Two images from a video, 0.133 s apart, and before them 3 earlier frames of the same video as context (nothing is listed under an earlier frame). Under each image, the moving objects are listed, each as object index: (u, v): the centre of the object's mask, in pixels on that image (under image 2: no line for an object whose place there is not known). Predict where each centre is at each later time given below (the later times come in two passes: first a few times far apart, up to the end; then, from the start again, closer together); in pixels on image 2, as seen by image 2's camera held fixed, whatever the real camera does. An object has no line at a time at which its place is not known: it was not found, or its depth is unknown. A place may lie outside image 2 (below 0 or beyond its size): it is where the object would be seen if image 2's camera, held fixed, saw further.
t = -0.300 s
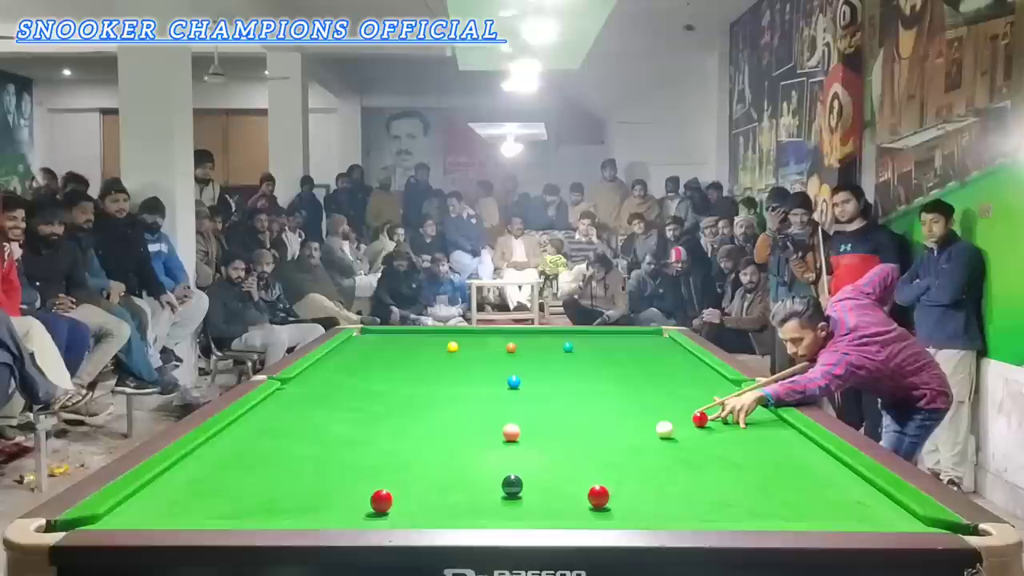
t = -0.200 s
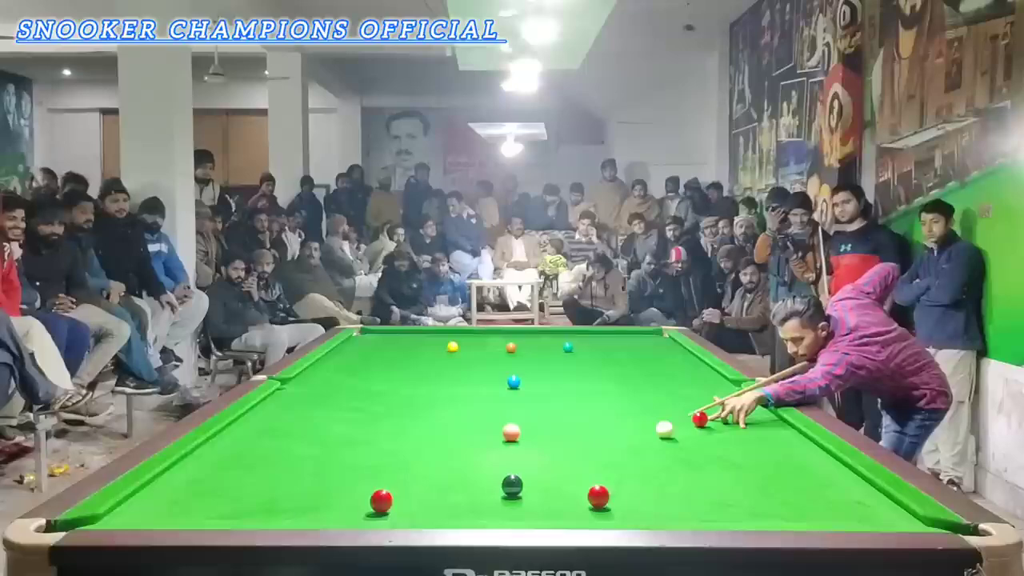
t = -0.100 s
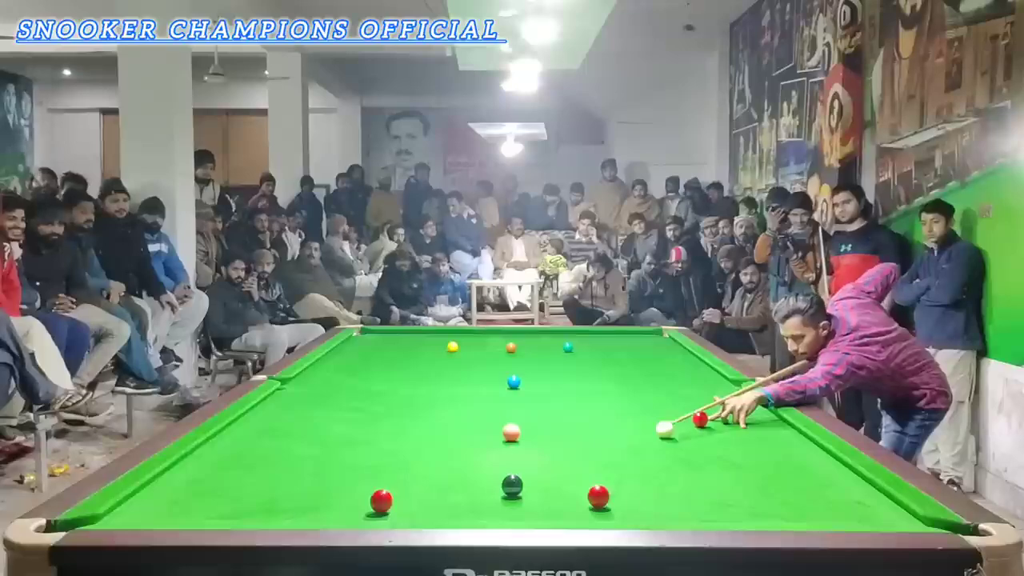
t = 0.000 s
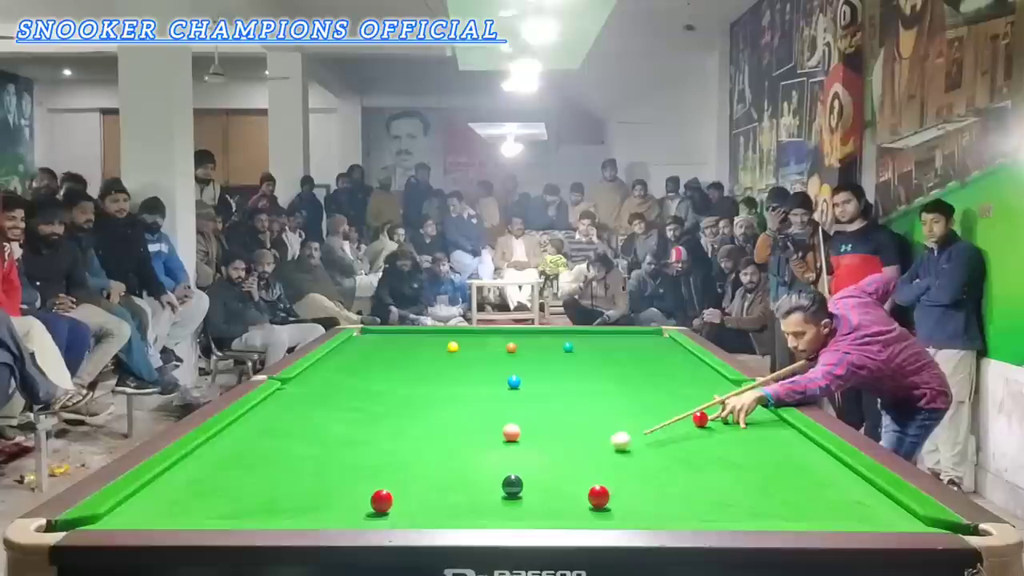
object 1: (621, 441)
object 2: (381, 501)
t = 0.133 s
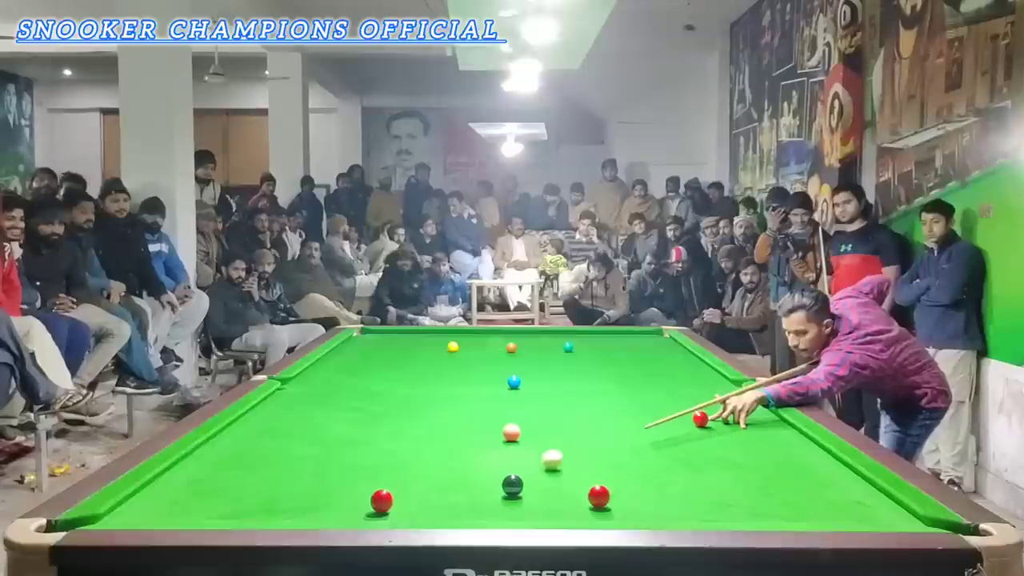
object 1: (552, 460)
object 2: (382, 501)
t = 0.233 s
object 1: (493, 475)
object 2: (381, 501)
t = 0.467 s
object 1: (399, 514)
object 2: (311, 504)
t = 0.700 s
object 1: (403, 495)
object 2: (186, 509)
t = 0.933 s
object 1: (407, 471)
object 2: (144, 512)
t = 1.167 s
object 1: (410, 451)
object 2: (208, 515)
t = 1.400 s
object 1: (412, 435)
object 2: (271, 514)
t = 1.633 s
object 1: (414, 421)
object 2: (329, 513)
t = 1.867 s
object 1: (416, 410)
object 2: (382, 512)
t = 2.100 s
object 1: (417, 400)
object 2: (432, 511)
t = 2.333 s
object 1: (418, 391)
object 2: (478, 510)
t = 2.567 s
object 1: (418, 384)
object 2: (520, 508)
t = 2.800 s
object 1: (419, 377)
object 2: (560, 507)
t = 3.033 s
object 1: (419, 371)
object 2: (594, 507)
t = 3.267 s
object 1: (419, 366)
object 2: (626, 505)
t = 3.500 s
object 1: (420, 362)
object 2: (655, 503)
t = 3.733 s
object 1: (420, 358)
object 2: (681, 503)
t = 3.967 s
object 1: (420, 354)
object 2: (703, 502)
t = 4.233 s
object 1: (420, 350)
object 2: (725, 501)
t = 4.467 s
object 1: (421, 347)
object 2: (741, 500)
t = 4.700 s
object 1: (421, 345)
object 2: (754, 499)
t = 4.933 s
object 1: (421, 343)
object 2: (765, 499)
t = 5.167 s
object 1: (421, 341)
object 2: (772, 498)
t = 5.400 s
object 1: (421, 339)
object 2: (778, 498)
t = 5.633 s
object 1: (421, 338)
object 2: (780, 498)
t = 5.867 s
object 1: (421, 336)
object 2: (780, 499)
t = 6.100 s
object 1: (421, 335)
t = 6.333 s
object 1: (421, 334)
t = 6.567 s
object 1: (421, 333)
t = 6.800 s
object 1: (421, 333)
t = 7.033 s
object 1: (421, 332)
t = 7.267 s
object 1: (421, 331)
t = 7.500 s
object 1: (420, 331)
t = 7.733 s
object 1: (420, 331)
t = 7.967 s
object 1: (420, 331)
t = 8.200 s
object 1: (419, 331)
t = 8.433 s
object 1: (419, 331)
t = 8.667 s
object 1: (419, 331)
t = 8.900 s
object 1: (419, 331)
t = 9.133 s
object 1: (419, 331)
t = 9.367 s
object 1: (420, 331)
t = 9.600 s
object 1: (420, 331)
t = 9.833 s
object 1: (420, 331)
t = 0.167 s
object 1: (533, 464)
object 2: (381, 500)
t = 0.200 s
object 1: (514, 467)
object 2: (382, 501)
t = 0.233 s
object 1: (493, 475)
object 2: (381, 501)
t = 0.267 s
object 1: (472, 482)
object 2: (382, 501)
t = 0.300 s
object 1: (449, 487)
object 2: (382, 500)
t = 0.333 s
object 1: (426, 494)
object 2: (382, 501)
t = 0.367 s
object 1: (404, 501)
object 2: (378, 500)
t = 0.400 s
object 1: (404, 506)
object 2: (355, 501)
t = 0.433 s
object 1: (402, 510)
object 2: (333, 502)
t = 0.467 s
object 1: (399, 514)
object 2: (311, 504)
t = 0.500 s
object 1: (397, 515)
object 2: (291, 504)
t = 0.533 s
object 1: (398, 512)
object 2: (273, 505)
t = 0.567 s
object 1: (399, 510)
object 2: (256, 506)
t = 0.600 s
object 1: (401, 507)
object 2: (239, 507)
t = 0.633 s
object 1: (401, 503)
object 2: (221, 507)
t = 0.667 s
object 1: (402, 499)
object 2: (205, 508)
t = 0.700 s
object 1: (403, 495)
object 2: (186, 509)
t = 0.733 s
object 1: (403, 491)
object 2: (170, 509)
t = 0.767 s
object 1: (404, 487)
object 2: (152, 510)
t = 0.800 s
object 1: (405, 484)
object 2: (135, 510)
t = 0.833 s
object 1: (405, 480)
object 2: (116, 511)
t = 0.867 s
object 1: (406, 477)
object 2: (124, 512)
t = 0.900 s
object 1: (406, 474)
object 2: (134, 511)
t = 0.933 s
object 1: (407, 471)
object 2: (144, 512)
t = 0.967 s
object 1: (407, 467)
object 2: (153, 512)
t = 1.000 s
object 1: (408, 464)
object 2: (162, 513)
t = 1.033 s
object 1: (408, 461)
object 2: (172, 513)
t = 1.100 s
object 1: (409, 456)
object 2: (190, 514)
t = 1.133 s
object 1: (409, 453)
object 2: (199, 514)
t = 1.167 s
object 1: (410, 451)
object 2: (208, 515)
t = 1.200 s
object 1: (410, 448)
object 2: (218, 515)
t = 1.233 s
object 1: (411, 446)
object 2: (227, 515)
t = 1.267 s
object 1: (410, 444)
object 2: (236, 516)
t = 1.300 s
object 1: (411, 441)
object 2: (245, 515)
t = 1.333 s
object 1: (412, 439)
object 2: (254, 515)
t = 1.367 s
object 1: (412, 437)
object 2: (263, 515)
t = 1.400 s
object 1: (412, 435)
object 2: (271, 514)
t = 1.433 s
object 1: (413, 433)
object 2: (280, 514)
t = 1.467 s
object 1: (413, 430)
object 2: (288, 514)
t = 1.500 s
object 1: (413, 429)
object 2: (297, 514)
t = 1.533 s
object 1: (413, 426)
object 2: (305, 514)
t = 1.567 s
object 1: (414, 425)
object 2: (313, 513)
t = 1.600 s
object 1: (414, 423)
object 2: (321, 513)
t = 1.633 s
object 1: (414, 421)
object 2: (329, 513)
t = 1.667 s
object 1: (414, 419)
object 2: (337, 513)
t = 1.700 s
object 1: (415, 418)
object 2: (345, 513)
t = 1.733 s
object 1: (415, 416)
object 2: (352, 512)
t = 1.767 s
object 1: (415, 414)
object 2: (360, 513)
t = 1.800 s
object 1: (415, 413)
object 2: (367, 512)
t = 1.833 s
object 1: (416, 411)
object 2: (375, 512)
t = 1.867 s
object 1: (416, 410)
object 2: (382, 512)
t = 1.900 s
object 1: (416, 408)
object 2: (390, 512)
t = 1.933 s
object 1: (416, 407)
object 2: (397, 512)
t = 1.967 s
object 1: (416, 405)
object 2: (404, 511)
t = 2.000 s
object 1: (416, 404)
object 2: (411, 511)
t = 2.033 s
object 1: (417, 403)
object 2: (418, 511)
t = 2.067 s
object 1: (417, 401)
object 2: (425, 511)
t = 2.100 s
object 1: (417, 400)
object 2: (432, 511)
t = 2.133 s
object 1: (417, 399)
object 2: (439, 510)
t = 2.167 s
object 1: (417, 397)
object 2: (446, 510)
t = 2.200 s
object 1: (417, 396)
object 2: (453, 510)
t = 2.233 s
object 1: (417, 395)
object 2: (459, 510)
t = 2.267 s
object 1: (417, 394)
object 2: (466, 510)
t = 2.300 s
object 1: (418, 392)
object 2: (472, 510)
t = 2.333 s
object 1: (418, 391)
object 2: (478, 510)
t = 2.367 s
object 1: (418, 390)
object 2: (484, 509)
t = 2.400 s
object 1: (418, 389)
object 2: (491, 509)
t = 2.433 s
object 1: (418, 388)
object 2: (497, 509)
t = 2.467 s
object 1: (418, 387)
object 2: (503, 508)
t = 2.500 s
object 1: (418, 386)
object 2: (509, 508)
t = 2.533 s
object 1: (418, 385)
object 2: (515, 509)
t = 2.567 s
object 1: (418, 384)
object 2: (520, 508)
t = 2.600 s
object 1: (418, 383)
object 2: (526, 509)
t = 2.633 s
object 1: (418, 382)
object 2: (532, 508)
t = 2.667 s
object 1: (418, 381)
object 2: (538, 508)
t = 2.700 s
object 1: (418, 380)
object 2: (543, 508)
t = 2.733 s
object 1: (418, 379)
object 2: (549, 508)
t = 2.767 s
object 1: (418, 378)
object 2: (554, 508)
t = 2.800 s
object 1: (419, 377)
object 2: (560, 507)
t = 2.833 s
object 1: (418, 376)
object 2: (565, 507)
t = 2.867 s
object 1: (419, 376)
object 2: (570, 507)
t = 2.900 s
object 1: (419, 375)
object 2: (575, 507)
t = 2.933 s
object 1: (418, 374)
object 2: (580, 506)
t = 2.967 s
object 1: (419, 373)
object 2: (584, 507)
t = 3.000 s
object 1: (419, 372)
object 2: (589, 507)
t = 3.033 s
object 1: (419, 371)
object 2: (594, 507)
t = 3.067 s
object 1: (419, 371)
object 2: (599, 506)
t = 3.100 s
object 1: (419, 370)
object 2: (604, 505)
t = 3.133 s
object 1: (419, 369)
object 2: (608, 505)
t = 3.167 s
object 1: (419, 368)
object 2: (613, 505)
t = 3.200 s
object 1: (419, 368)
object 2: (618, 506)
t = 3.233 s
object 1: (419, 367)
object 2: (622, 505)
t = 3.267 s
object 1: (419, 366)
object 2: (626, 505)
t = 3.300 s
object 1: (419, 366)
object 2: (631, 504)
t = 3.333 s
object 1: (420, 365)
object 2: (635, 504)
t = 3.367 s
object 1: (420, 364)
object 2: (639, 505)
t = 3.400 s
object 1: (419, 364)
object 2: (643, 504)
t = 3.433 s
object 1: (420, 363)
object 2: (647, 504)
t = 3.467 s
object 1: (419, 362)
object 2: (651, 504)
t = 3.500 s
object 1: (420, 362)
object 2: (655, 503)
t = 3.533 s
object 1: (420, 361)
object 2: (659, 503)
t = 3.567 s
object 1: (420, 360)
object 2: (663, 503)
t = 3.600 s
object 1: (420, 360)
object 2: (666, 503)
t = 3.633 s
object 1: (420, 359)
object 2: (670, 503)
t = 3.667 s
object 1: (420, 359)
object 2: (673, 503)
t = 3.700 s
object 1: (420, 358)
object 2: (677, 503)
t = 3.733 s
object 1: (420, 358)
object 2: (681, 503)
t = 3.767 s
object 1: (420, 357)
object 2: (684, 502)
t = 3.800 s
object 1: (420, 357)
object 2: (687, 502)
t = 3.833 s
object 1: (420, 356)
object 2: (691, 502)
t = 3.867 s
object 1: (420, 355)
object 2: (694, 502)
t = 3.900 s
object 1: (420, 355)
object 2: (697, 502)
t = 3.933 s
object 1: (420, 355)
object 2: (700, 502)
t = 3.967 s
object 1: (420, 354)
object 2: (703, 502)
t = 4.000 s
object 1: (420, 353)
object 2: (706, 501)
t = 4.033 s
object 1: (420, 353)
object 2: (709, 501)
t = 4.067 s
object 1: (420, 353)
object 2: (712, 501)
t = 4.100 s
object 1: (420, 352)
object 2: (715, 501)
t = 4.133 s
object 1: (420, 352)
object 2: (717, 501)
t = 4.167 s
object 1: (420, 351)
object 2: (720, 501)
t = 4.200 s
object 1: (420, 351)
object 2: (723, 501)
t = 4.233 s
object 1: (420, 350)
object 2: (725, 501)
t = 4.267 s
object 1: (420, 350)
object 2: (728, 500)
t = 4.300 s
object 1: (420, 350)
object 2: (730, 500)
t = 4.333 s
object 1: (421, 349)
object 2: (732, 500)
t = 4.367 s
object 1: (420, 349)
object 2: (735, 500)
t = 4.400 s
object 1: (421, 348)
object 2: (737, 500)
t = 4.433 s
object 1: (421, 348)
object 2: (739, 500)
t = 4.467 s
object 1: (421, 347)
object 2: (741, 500)
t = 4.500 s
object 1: (421, 347)
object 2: (743, 500)
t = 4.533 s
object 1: (421, 347)
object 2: (745, 499)
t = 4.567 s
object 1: (421, 346)
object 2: (747, 499)
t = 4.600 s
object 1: (421, 346)
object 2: (749, 499)
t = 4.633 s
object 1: (421, 346)
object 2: (751, 499)
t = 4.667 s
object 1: (421, 345)
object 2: (752, 499)
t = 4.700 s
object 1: (421, 345)
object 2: (754, 499)
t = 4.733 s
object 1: (421, 345)
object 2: (756, 499)
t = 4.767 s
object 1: (421, 344)
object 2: (758, 499)
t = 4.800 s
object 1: (421, 344)
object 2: (759, 499)
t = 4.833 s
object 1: (421, 344)
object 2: (761, 499)
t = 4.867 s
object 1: (421, 344)
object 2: (762, 499)
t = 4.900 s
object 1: (421, 343)
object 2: (763, 499)
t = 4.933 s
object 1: (421, 343)
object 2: (765, 499)
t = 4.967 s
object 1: (421, 343)
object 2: (766, 499)
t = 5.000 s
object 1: (421, 342)
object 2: (767, 499)
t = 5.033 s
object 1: (421, 342)
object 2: (768, 499)
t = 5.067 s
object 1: (421, 342)
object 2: (770, 499)
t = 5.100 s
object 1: (421, 341)
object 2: (771, 499)
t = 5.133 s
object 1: (421, 341)
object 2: (772, 499)
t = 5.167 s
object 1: (421, 341)
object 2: (772, 498)
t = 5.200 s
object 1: (421, 341)
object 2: (773, 499)
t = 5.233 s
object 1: (421, 340)
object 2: (774, 499)
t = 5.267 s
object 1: (421, 340)
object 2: (775, 499)
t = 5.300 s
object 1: (421, 340)
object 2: (776, 498)
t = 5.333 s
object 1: (421, 340)
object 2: (777, 498)
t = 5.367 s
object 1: (421, 339)
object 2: (777, 499)
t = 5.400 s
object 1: (421, 339)
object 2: (778, 498)
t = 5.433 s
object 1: (421, 339)
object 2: (778, 498)
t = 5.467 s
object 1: (421, 338)
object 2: (778, 498)
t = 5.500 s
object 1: (421, 338)
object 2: (779, 498)
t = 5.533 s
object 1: (421, 338)
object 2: (779, 498)
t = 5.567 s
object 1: (421, 338)
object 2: (779, 498)
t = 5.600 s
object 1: (421, 338)
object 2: (780, 498)
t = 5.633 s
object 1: (421, 338)
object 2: (780, 498)
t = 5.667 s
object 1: (421, 337)
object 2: (780, 499)
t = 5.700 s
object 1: (421, 337)
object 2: (780, 498)
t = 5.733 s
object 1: (421, 337)
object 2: (780, 499)
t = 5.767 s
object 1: (421, 336)
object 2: (780, 498)
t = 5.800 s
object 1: (421, 336)
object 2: (780, 498)
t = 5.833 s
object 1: (421, 336)
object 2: (779, 499)
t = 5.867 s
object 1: (421, 336)
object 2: (780, 499)
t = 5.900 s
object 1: (421, 336)
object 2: (779, 499)
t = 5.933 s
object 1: (421, 336)
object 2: (780, 499)
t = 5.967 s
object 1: (421, 335)
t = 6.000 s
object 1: (421, 335)
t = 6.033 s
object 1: (421, 335)
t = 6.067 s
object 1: (421, 335)
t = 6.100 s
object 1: (421, 335)
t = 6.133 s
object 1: (421, 335)
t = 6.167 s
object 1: (421, 335)
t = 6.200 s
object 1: (421, 334)
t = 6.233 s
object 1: (421, 334)
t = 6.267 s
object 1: (421, 334)
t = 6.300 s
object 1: (421, 334)
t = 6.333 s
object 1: (421, 334)
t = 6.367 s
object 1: (421, 334)
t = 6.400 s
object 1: (421, 334)
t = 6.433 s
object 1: (421, 334)
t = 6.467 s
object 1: (421, 334)
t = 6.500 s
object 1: (421, 333)
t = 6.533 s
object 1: (421, 333)
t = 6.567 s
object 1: (421, 333)
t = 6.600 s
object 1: (421, 333)
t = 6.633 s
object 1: (421, 333)
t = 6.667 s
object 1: (421, 333)
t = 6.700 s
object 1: (421, 333)
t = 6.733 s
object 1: (421, 333)
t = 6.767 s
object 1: (421, 333)
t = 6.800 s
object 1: (421, 333)
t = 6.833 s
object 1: (421, 332)
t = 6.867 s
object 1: (421, 332)
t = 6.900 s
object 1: (421, 332)
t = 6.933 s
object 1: (421, 332)
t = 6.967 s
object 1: (421, 332)
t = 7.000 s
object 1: (421, 332)
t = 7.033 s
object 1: (421, 332)
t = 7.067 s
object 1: (421, 332)
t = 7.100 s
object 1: (421, 332)
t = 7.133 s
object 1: (421, 332)
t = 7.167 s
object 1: (421, 331)
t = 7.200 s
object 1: (421, 331)
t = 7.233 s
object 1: (421, 331)
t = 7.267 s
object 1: (421, 331)
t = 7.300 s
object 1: (421, 331)
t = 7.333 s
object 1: (420, 331)
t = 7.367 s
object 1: (420, 331)
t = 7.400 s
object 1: (420, 331)
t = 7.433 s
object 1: (420, 331)
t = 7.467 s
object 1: (420, 331)
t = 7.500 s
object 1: (420, 331)
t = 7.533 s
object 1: (420, 331)
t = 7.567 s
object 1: (420, 331)
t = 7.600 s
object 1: (420, 331)
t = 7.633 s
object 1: (420, 331)
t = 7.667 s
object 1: (420, 331)
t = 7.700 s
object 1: (420, 331)
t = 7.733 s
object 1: (420, 331)
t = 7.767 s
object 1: (420, 331)
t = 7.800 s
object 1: (420, 331)
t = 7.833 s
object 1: (420, 331)
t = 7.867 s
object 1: (420, 331)
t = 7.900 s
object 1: (420, 331)
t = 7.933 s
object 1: (420, 331)
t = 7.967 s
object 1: (420, 331)
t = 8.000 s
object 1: (420, 331)
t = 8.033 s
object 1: (420, 331)
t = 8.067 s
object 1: (419, 331)
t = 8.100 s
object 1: (419, 331)
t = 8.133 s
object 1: (419, 331)
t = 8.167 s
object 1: (419, 331)
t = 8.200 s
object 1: (419, 331)
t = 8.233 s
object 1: (419, 331)
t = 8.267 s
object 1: (419, 331)
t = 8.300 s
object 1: (419, 331)
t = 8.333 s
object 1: (419, 331)
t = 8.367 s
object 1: (419, 331)
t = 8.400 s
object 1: (419, 331)
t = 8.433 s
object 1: (419, 331)
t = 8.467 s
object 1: (419, 331)
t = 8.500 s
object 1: (419, 331)
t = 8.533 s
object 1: (419, 331)
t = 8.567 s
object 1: (419, 331)
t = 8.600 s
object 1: (419, 331)
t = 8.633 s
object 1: (419, 331)
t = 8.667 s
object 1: (419, 331)
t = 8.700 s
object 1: (419, 331)
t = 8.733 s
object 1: (419, 331)
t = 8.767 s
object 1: (419, 331)
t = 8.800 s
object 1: (419, 331)
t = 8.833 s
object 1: (419, 331)
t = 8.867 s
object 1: (419, 331)
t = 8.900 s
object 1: (419, 331)
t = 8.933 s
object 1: (419, 331)
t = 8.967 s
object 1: (419, 331)
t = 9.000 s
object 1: (419, 331)
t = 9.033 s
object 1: (419, 331)
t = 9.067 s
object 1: (419, 331)
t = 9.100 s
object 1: (419, 331)
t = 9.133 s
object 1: (419, 331)
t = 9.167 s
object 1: (419, 331)
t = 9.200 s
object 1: (419, 331)
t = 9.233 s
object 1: (419, 331)
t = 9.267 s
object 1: (420, 331)
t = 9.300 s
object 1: (419, 331)
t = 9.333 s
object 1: (420, 331)
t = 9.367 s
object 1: (420, 331)
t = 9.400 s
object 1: (420, 331)
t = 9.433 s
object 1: (420, 331)
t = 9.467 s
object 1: (420, 331)
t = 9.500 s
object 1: (420, 331)
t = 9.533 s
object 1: (420, 331)
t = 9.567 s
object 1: (420, 331)
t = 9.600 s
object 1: (420, 331)
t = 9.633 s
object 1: (420, 331)
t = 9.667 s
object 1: (420, 331)
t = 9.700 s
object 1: (420, 331)
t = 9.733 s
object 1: (420, 331)
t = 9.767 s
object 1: (420, 331)
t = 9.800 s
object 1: (420, 331)
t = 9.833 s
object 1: (420, 331)
